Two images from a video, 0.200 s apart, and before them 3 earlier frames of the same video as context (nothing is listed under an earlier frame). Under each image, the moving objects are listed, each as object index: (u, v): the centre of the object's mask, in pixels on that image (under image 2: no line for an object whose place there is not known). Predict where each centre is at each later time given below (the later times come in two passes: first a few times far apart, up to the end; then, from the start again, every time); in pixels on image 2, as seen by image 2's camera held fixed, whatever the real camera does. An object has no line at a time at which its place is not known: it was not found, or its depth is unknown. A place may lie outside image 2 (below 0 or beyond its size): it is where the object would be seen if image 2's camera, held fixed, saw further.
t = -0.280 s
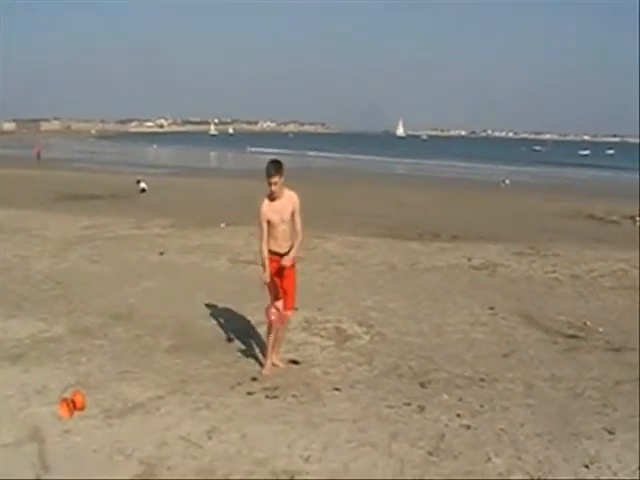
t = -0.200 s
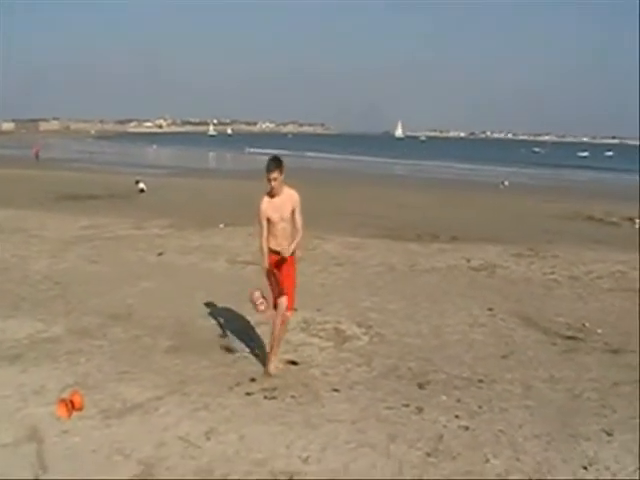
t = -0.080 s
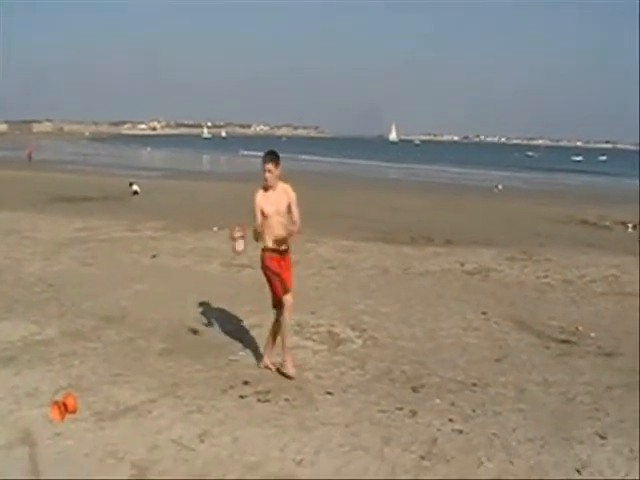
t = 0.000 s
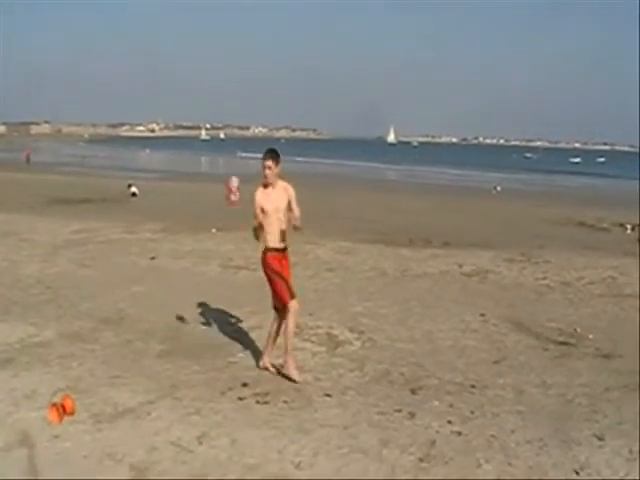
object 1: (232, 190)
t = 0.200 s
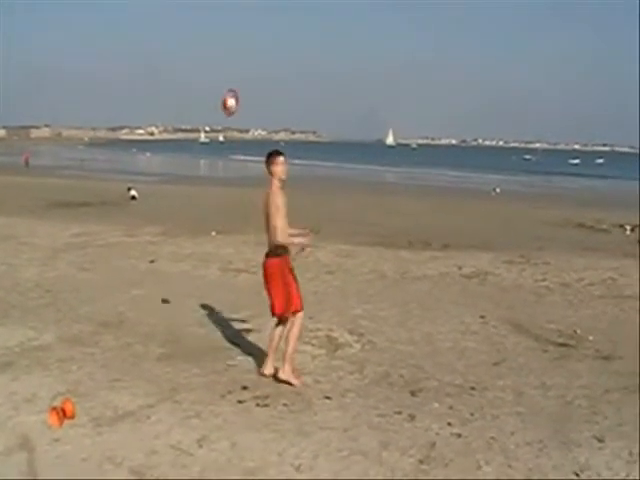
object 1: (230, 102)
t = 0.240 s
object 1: (230, 91)
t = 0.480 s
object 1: (225, 74)
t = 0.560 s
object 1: (224, 86)
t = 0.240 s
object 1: (230, 91)
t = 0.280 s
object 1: (228, 82)
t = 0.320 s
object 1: (228, 76)
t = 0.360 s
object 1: (227, 72)
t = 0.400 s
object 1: (226, 71)
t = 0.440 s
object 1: (226, 71)
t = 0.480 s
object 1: (225, 74)
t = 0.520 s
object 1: (224, 79)
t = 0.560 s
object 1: (224, 86)
